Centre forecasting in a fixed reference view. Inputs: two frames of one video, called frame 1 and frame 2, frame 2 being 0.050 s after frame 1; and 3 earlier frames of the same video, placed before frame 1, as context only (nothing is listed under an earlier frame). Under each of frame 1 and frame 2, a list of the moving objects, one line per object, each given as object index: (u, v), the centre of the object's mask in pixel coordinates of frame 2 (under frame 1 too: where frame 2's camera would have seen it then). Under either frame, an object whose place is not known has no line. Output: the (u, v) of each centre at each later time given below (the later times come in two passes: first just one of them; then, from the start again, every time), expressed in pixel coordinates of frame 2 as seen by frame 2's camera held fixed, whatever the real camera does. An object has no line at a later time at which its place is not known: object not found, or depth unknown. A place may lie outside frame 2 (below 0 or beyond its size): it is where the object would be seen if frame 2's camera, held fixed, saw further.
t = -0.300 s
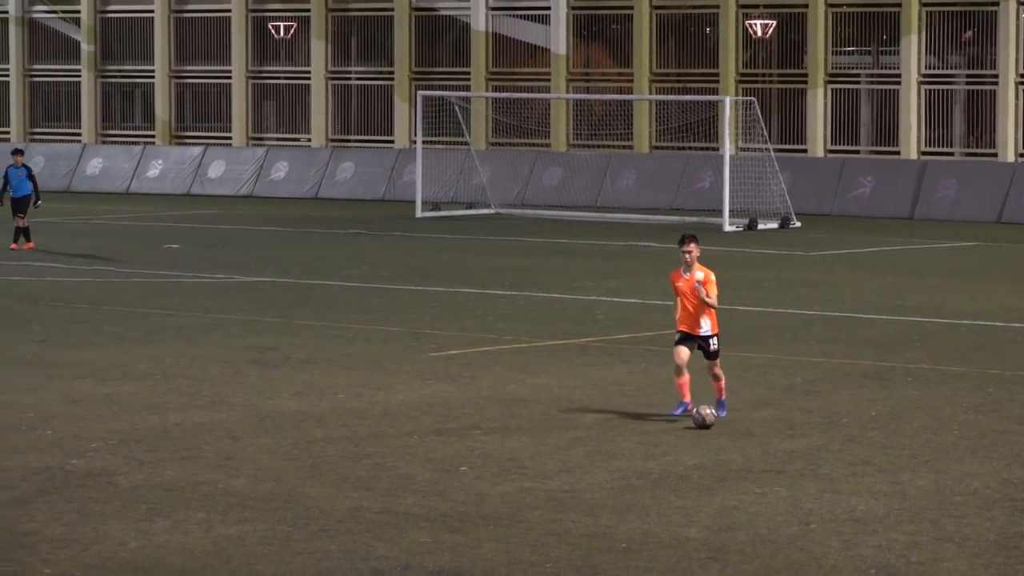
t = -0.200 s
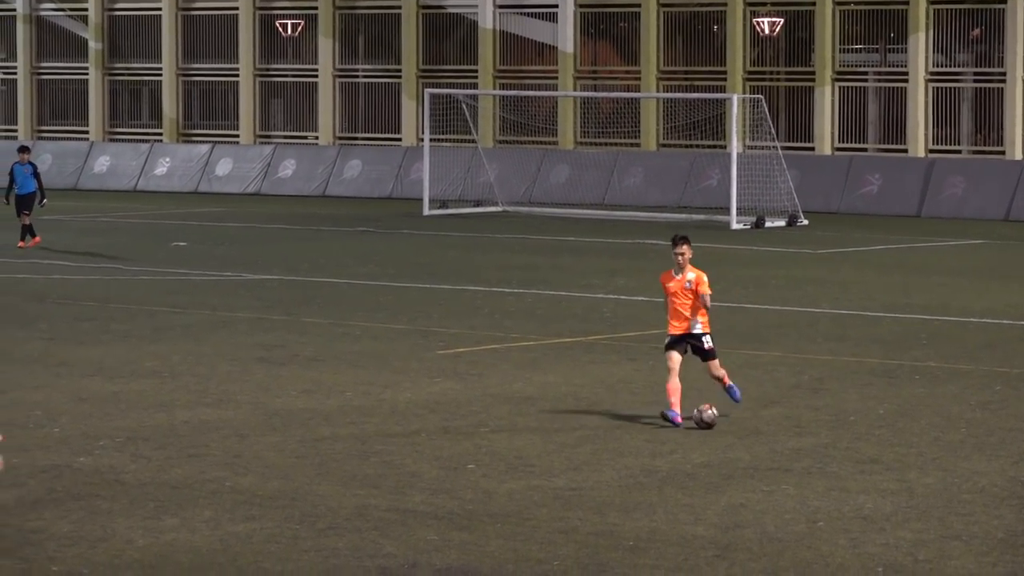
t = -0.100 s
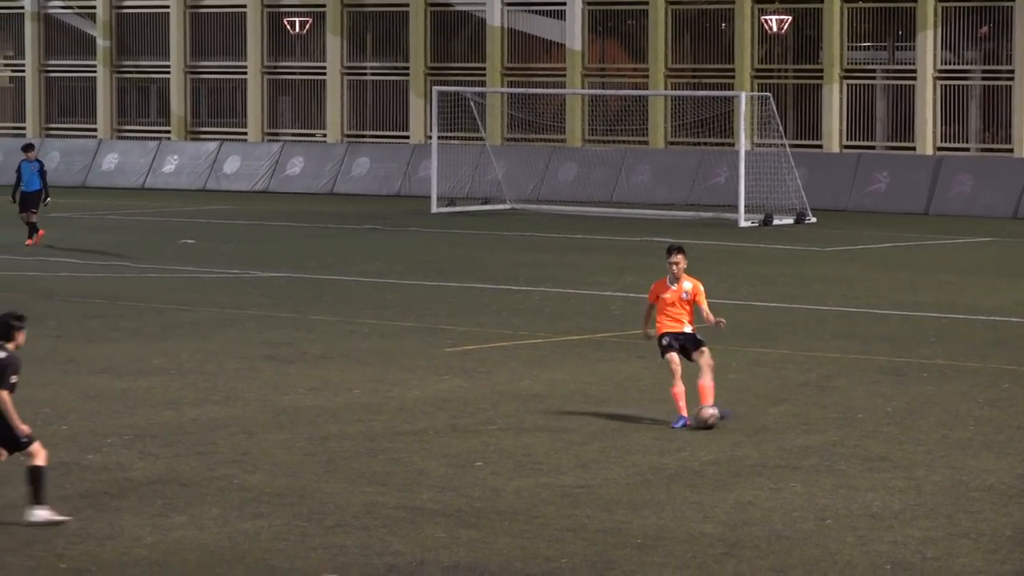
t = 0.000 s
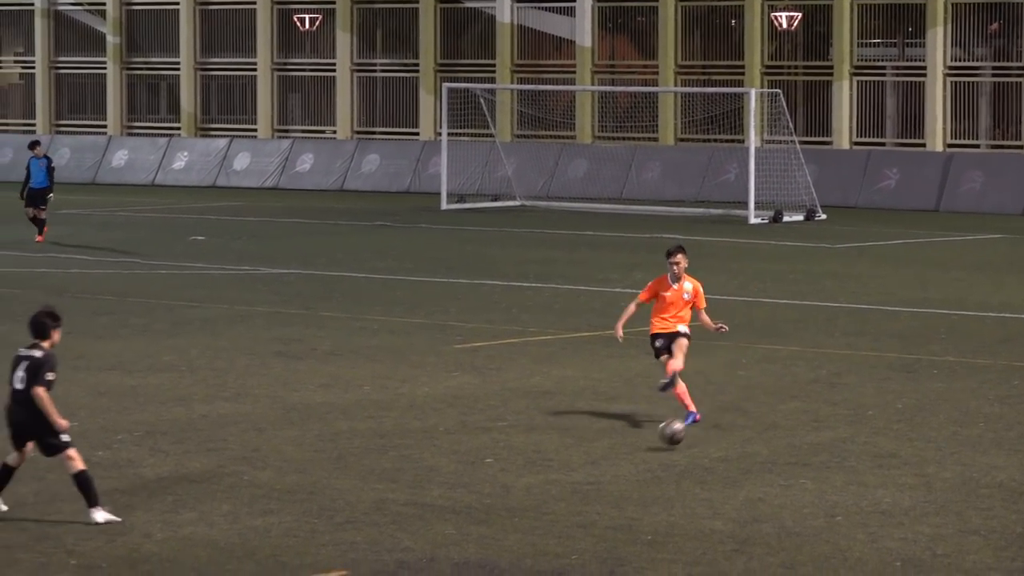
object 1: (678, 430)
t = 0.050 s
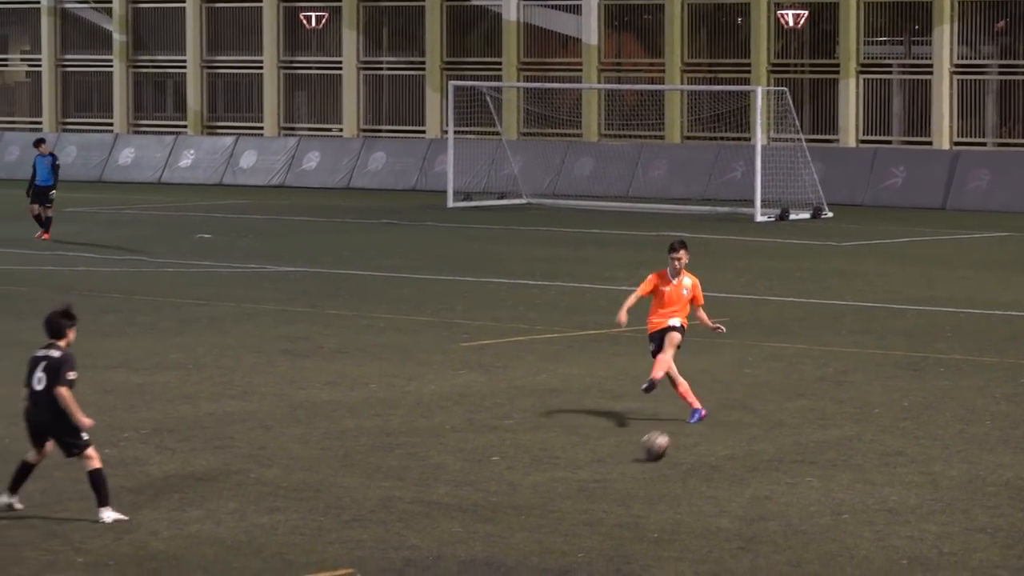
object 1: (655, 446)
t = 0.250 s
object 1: (555, 499)
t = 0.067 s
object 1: (647, 452)
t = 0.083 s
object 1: (639, 456)
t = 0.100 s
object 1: (632, 458)
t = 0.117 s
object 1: (624, 460)
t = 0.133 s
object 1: (615, 463)
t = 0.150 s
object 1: (607, 467)
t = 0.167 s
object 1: (599, 471)
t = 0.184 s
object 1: (590, 476)
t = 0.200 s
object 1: (582, 481)
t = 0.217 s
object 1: (572, 488)
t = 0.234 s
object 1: (563, 494)
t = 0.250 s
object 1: (555, 499)
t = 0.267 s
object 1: (547, 501)
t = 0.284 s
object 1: (537, 503)
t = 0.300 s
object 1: (528, 506)
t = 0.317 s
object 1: (519, 509)
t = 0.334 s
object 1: (510, 513)
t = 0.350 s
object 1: (500, 518)
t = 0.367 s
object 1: (490, 523)
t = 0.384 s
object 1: (481, 530)
